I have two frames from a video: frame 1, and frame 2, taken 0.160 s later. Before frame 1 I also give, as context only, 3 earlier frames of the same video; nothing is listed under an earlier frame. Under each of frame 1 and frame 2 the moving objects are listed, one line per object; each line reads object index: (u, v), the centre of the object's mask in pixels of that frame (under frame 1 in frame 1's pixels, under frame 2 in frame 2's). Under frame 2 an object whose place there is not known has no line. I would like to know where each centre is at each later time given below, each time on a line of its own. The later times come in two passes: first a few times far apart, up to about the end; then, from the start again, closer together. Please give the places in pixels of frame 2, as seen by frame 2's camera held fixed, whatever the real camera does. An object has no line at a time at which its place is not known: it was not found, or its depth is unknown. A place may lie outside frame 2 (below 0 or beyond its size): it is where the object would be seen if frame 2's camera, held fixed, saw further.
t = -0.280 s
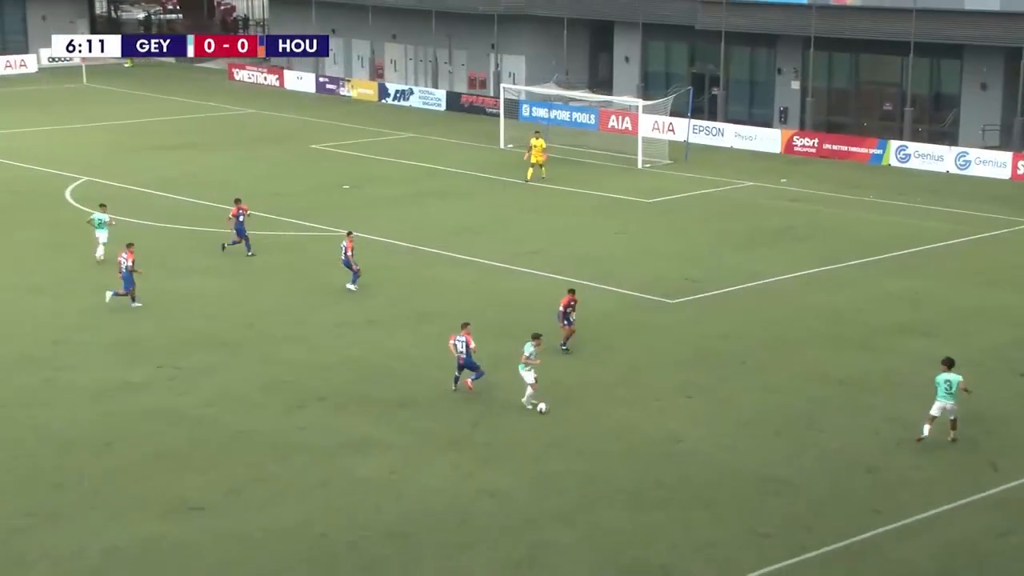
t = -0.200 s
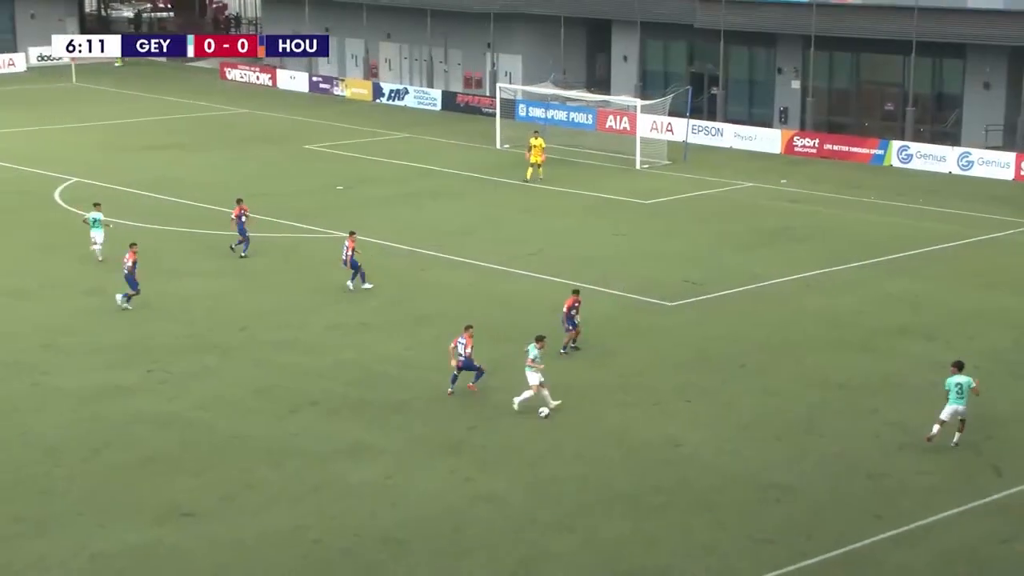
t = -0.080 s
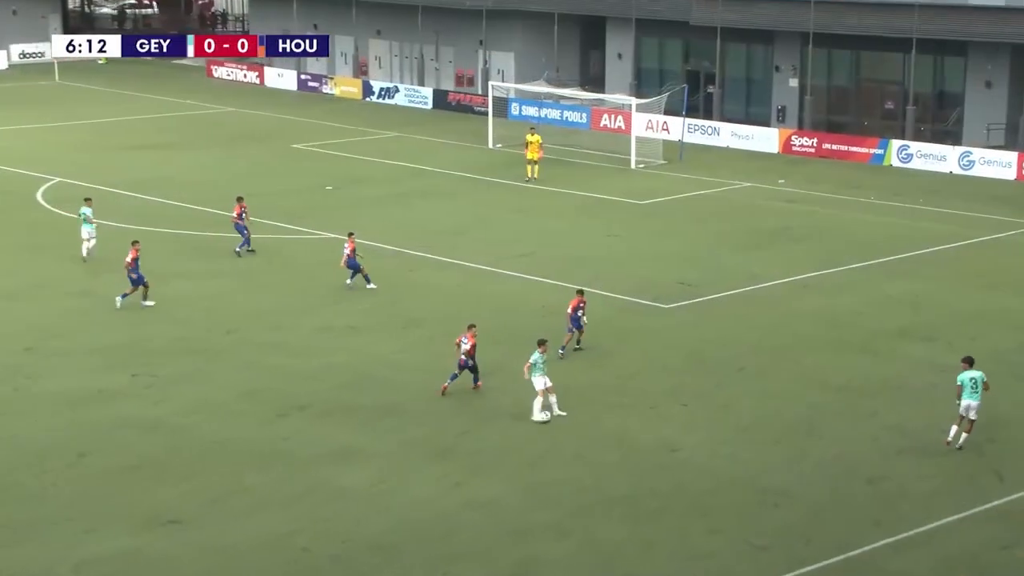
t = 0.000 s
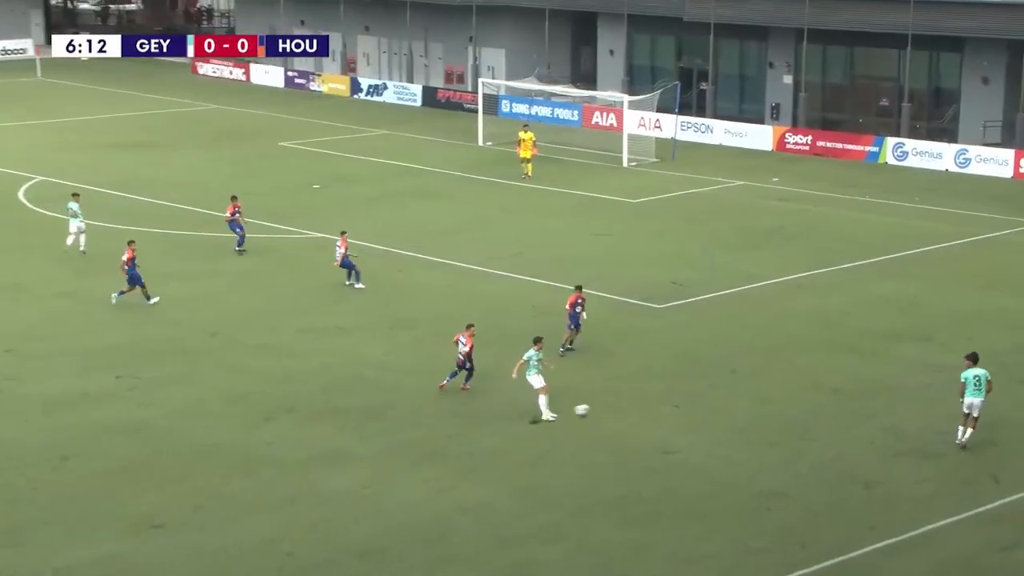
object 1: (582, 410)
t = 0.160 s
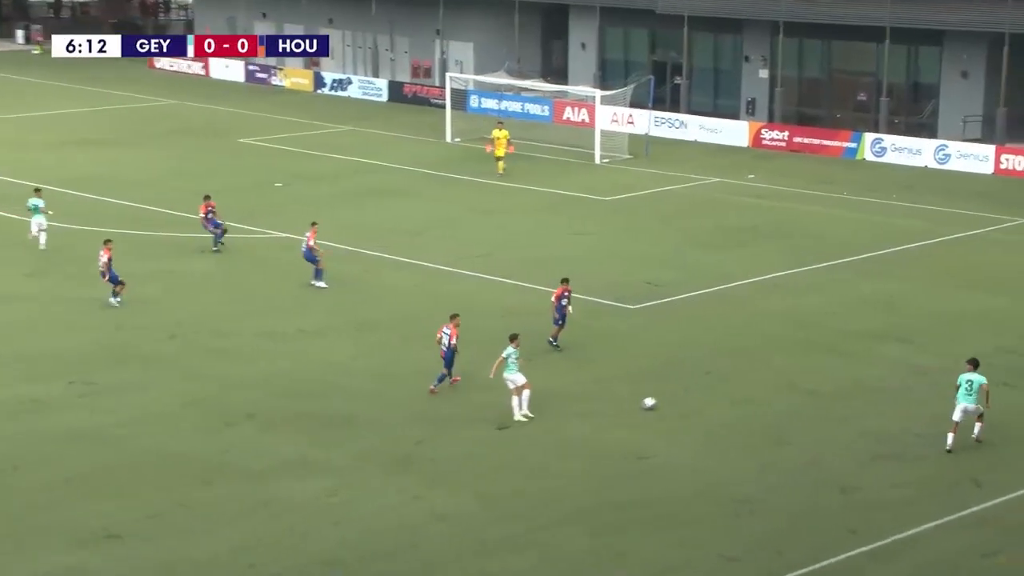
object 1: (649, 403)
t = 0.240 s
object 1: (690, 393)
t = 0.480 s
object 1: (806, 380)
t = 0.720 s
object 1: (899, 368)
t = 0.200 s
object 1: (670, 398)
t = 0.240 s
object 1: (690, 393)
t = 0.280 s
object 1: (711, 390)
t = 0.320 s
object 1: (731, 387)
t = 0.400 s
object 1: (771, 384)
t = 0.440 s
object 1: (789, 383)
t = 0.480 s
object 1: (806, 380)
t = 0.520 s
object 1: (823, 378)
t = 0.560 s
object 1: (838, 375)
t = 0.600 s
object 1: (855, 374)
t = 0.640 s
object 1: (870, 373)
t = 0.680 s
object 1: (885, 370)
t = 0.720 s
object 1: (899, 368)
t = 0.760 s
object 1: (913, 366)
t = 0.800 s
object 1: (927, 365)
